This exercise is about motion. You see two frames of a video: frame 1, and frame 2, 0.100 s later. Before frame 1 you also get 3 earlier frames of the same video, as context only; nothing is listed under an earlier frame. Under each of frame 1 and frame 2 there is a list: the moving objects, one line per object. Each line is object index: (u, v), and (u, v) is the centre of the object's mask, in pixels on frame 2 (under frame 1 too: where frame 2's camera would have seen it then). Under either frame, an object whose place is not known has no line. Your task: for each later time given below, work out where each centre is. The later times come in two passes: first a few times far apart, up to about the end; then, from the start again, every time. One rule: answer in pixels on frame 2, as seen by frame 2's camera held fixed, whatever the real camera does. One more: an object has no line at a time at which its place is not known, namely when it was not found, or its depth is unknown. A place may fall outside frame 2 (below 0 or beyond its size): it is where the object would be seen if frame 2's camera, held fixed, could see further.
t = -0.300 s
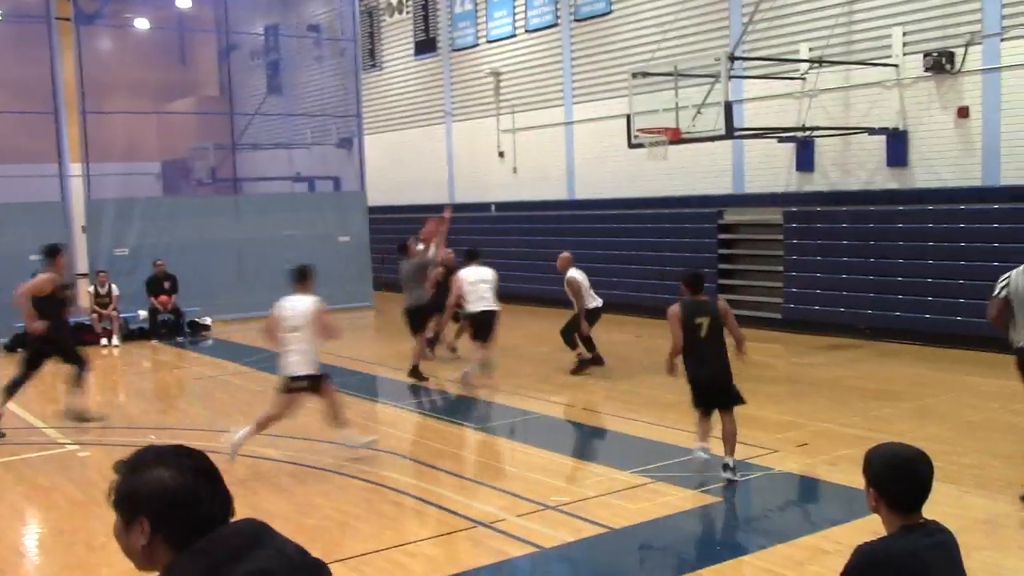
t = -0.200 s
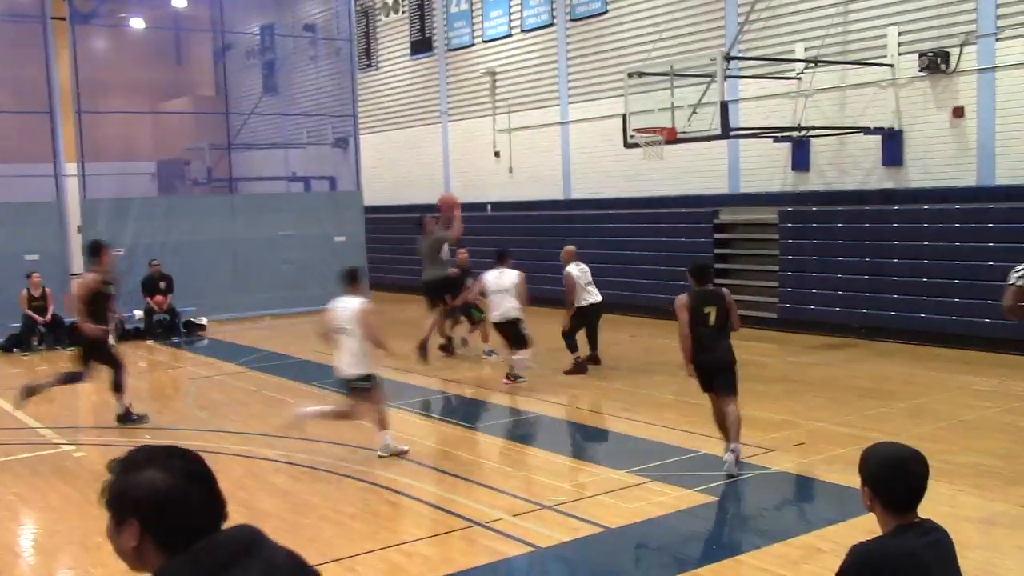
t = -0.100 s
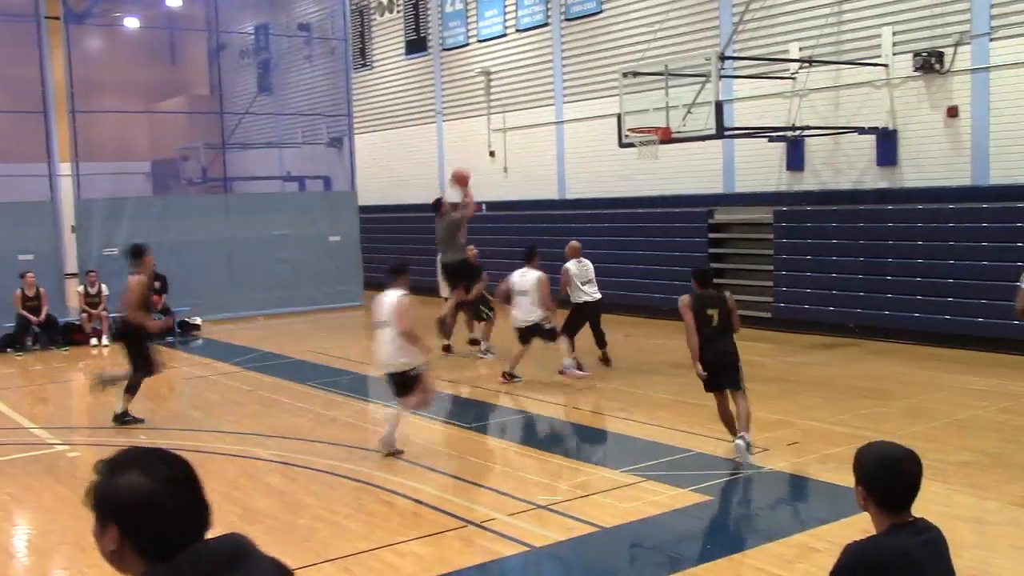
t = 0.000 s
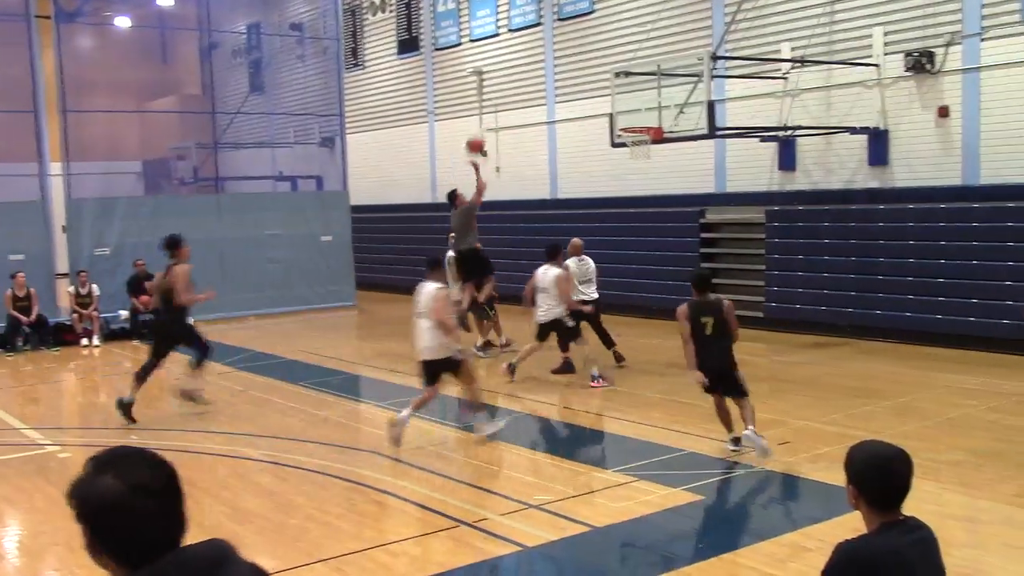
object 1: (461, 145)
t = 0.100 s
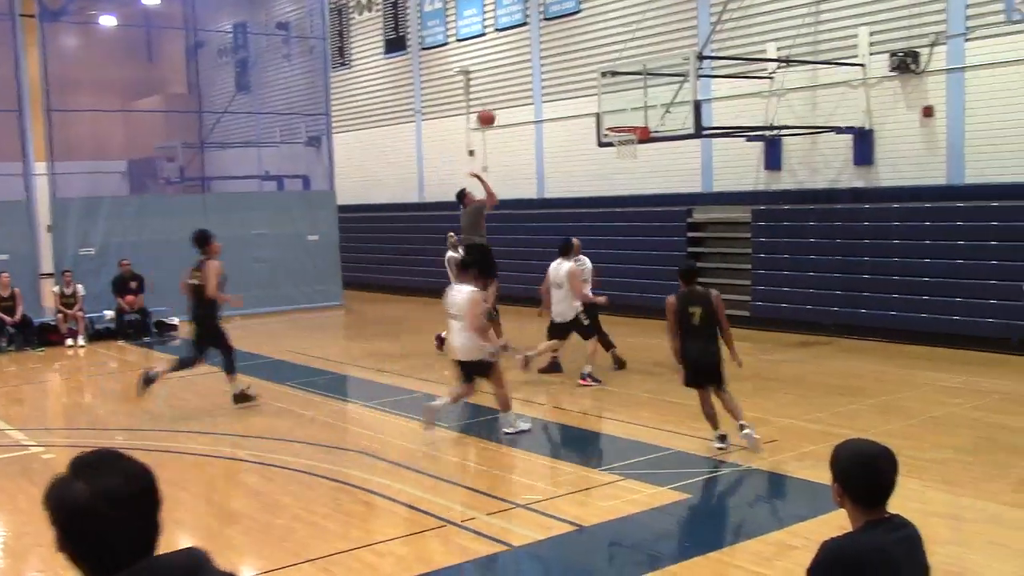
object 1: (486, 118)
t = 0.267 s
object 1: (525, 91)
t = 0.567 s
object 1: (596, 96)
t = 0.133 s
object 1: (494, 110)
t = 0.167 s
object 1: (502, 104)
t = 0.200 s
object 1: (510, 98)
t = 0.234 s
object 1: (518, 94)
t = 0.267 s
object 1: (525, 91)
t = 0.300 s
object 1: (533, 88)
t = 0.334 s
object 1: (541, 86)
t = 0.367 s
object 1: (550, 85)
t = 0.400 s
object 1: (557, 85)
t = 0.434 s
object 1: (565, 85)
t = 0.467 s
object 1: (572, 87)
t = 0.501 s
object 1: (580, 88)
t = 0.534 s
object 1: (588, 91)
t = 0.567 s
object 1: (596, 96)
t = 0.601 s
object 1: (603, 100)
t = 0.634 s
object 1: (611, 106)
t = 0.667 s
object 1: (619, 112)
